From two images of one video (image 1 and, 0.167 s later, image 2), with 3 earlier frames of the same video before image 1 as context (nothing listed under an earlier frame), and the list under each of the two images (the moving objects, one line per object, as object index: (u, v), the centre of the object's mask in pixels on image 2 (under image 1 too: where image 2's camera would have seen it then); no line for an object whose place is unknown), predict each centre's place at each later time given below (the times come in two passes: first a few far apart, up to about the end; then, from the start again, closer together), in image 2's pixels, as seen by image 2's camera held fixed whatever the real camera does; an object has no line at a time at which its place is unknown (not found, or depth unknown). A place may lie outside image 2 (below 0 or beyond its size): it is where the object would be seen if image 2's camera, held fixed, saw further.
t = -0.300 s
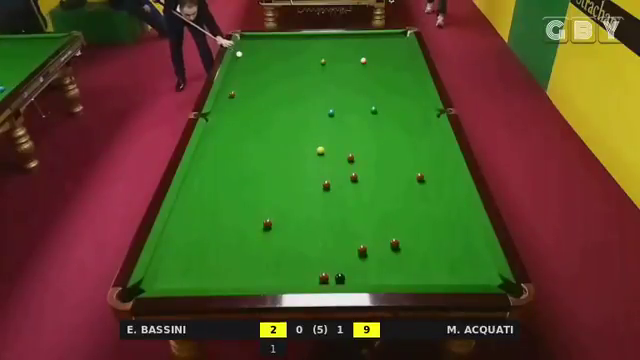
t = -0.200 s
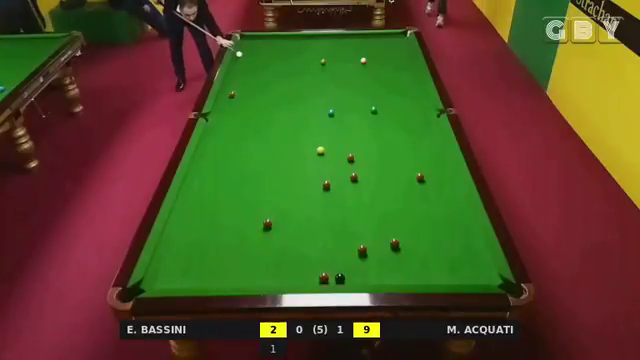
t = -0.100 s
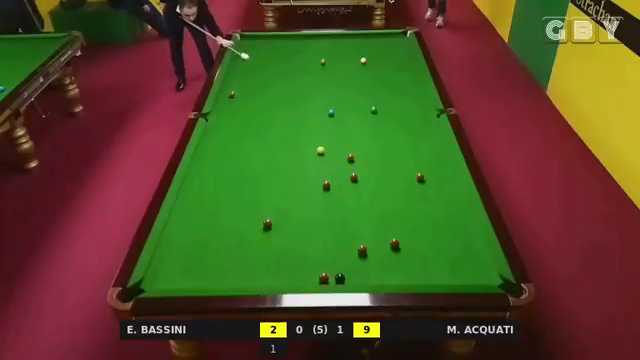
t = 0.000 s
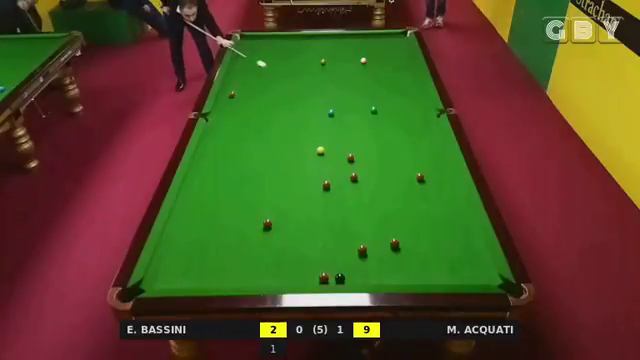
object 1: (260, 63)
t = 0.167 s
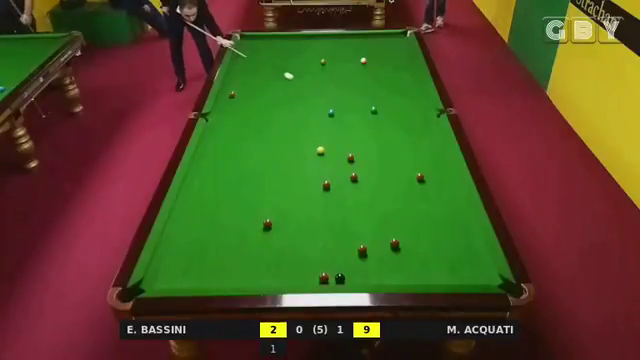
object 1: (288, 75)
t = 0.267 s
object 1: (305, 83)
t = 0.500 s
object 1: (349, 102)
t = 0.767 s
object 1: (380, 129)
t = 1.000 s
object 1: (404, 156)
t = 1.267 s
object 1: (432, 175)
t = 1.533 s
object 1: (457, 184)
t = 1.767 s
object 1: (451, 190)
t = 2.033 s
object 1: (440, 197)
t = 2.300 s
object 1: (429, 203)
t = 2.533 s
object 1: (420, 208)
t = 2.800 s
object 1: (410, 214)
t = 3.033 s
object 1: (402, 219)
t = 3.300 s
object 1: (394, 224)
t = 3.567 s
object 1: (386, 229)
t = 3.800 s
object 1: (381, 232)
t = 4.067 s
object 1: (374, 236)
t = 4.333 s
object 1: (369, 238)
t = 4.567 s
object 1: (366, 240)
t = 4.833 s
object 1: (363, 242)
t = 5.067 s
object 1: (361, 242)
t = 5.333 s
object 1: (360, 242)
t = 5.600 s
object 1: (360, 242)
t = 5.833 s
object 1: (360, 242)
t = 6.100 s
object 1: (360, 242)
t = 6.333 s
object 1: (360, 242)
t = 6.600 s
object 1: (360, 241)
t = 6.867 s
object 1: (360, 241)
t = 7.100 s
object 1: (360, 241)
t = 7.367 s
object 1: (360, 241)
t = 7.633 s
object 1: (360, 242)
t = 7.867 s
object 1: (360, 242)
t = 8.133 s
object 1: (360, 242)
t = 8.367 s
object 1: (360, 242)
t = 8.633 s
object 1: (360, 242)
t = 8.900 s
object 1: (360, 242)
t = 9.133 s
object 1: (360, 242)
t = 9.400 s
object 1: (360, 242)
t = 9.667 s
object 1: (360, 241)
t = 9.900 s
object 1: (360, 241)
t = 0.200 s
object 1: (294, 78)
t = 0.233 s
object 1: (300, 81)
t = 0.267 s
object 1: (305, 83)
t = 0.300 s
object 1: (311, 86)
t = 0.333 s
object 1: (317, 88)
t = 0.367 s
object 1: (324, 91)
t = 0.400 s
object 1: (330, 94)
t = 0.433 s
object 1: (336, 97)
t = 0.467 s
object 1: (343, 99)
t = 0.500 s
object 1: (349, 102)
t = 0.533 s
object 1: (356, 105)
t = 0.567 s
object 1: (363, 108)
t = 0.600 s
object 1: (367, 111)
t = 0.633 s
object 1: (369, 114)
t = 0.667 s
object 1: (371, 118)
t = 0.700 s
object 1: (374, 121)
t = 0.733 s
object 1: (377, 125)
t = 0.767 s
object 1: (380, 129)
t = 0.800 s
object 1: (383, 132)
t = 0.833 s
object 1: (387, 136)
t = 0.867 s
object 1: (390, 140)
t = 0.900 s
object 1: (394, 144)
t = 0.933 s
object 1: (397, 148)
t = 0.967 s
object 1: (401, 152)
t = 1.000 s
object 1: (404, 156)
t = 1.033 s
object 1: (408, 160)
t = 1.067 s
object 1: (412, 165)
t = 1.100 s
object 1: (416, 169)
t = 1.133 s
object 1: (420, 171)
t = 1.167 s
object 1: (423, 172)
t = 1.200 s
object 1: (425, 173)
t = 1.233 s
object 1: (428, 173)
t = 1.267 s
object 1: (432, 175)
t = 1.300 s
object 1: (434, 176)
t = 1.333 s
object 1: (438, 177)
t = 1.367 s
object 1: (441, 178)
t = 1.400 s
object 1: (444, 179)
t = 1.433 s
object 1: (447, 181)
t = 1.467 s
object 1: (450, 182)
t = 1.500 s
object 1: (453, 183)
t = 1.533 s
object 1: (457, 184)
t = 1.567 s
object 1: (459, 185)
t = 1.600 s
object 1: (458, 186)
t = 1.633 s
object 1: (457, 187)
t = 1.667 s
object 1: (455, 188)
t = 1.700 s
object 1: (454, 188)
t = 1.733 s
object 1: (452, 189)
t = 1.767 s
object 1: (451, 190)
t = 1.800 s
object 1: (449, 191)
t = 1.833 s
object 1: (448, 192)
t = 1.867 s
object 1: (446, 192)
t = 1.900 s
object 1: (445, 193)
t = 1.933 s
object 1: (444, 194)
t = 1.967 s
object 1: (442, 195)
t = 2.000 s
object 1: (441, 196)
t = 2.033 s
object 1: (440, 197)
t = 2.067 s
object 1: (438, 197)
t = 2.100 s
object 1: (437, 198)
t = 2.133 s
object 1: (436, 199)
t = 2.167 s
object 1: (434, 200)
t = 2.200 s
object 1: (433, 201)
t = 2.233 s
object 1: (431, 202)
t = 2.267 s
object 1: (430, 202)
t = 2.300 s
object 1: (429, 203)
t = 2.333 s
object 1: (428, 204)
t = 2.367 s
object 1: (426, 204)
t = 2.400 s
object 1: (425, 205)
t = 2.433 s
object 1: (424, 206)
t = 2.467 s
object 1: (423, 207)
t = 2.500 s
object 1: (421, 208)
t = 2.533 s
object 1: (420, 208)
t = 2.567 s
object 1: (419, 209)
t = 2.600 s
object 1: (417, 210)
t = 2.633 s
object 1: (416, 210)
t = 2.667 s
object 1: (415, 211)
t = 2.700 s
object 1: (414, 212)
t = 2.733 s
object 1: (412, 213)
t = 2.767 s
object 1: (411, 213)
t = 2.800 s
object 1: (410, 214)
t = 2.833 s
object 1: (409, 215)
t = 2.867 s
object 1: (408, 215)
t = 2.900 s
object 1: (407, 216)
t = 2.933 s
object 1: (405, 217)
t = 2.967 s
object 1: (404, 217)
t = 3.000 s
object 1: (403, 218)
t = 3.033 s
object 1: (402, 219)
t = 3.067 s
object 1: (401, 219)
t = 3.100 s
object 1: (400, 220)
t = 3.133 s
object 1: (399, 221)
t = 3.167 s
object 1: (398, 221)
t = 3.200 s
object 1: (397, 222)
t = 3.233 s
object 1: (396, 222)
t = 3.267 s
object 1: (395, 223)
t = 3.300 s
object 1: (394, 224)
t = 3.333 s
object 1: (393, 224)
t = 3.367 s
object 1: (392, 225)
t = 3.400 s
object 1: (391, 225)
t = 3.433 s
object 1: (390, 226)
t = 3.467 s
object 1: (389, 226)
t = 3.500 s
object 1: (388, 227)
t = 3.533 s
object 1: (387, 228)
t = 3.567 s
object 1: (386, 229)
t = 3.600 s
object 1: (385, 229)
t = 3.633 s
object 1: (385, 229)
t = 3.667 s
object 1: (384, 230)
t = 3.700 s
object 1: (383, 231)
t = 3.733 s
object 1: (382, 231)
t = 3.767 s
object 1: (381, 232)
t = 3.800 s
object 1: (381, 232)
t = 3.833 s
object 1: (380, 233)
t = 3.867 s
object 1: (379, 233)
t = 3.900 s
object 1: (378, 233)
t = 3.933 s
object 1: (377, 234)
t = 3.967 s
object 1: (377, 234)
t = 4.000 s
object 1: (376, 235)
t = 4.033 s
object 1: (375, 235)
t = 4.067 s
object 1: (374, 236)
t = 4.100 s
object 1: (374, 236)
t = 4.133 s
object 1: (373, 236)
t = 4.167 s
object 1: (373, 237)
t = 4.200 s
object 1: (372, 237)
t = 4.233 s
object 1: (371, 237)
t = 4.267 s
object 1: (371, 238)
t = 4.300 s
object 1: (370, 238)
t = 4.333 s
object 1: (369, 238)
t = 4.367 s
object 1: (369, 239)
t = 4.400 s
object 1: (368, 239)
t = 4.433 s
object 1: (368, 239)
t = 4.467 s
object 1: (367, 239)
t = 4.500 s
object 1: (367, 240)
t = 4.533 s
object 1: (366, 240)
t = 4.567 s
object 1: (366, 240)
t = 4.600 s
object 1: (366, 241)
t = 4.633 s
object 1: (365, 241)
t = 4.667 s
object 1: (364, 241)
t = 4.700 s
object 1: (364, 241)
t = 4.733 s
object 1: (364, 241)
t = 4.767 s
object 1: (363, 241)
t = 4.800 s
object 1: (363, 242)
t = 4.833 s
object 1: (363, 242)
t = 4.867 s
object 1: (362, 242)
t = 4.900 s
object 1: (362, 242)
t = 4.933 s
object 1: (362, 242)
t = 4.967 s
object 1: (361, 242)
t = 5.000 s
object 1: (361, 242)
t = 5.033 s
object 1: (361, 242)
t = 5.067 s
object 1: (361, 242)
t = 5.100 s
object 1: (361, 242)
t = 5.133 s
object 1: (360, 242)
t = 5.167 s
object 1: (360, 242)
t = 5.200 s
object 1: (360, 242)
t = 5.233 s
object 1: (360, 242)
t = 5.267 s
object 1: (360, 242)
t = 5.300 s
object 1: (360, 242)
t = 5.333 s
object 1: (360, 242)
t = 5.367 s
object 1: (360, 242)
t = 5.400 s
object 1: (360, 242)
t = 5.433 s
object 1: (360, 242)
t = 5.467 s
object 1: (360, 242)
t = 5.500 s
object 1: (360, 242)
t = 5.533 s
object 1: (360, 242)
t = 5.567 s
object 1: (360, 242)
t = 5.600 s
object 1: (360, 242)
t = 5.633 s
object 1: (360, 242)
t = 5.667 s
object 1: (360, 242)
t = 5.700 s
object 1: (360, 242)
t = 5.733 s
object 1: (360, 242)
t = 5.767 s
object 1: (360, 242)
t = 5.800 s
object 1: (360, 242)
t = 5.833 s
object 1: (360, 242)
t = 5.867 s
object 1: (360, 242)
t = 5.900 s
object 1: (360, 242)
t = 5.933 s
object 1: (360, 242)
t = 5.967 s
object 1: (360, 242)
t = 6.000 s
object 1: (360, 242)
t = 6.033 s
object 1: (360, 242)
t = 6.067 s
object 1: (360, 242)
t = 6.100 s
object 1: (360, 242)
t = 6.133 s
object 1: (360, 242)
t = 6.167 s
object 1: (360, 242)
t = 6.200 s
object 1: (360, 242)
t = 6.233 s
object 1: (360, 242)
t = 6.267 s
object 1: (360, 242)
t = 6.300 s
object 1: (360, 242)
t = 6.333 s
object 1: (360, 242)
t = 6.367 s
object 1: (360, 241)
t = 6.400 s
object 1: (360, 242)
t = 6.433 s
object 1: (360, 242)
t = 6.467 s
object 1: (360, 242)
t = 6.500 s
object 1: (360, 242)
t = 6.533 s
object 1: (360, 242)
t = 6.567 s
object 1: (360, 242)
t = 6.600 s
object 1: (360, 241)
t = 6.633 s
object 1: (360, 241)
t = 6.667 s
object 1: (360, 241)
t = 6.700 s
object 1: (360, 241)
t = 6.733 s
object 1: (360, 241)
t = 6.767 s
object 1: (360, 241)
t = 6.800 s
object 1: (360, 241)
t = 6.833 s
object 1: (360, 241)
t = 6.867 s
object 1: (360, 241)
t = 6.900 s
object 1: (360, 241)
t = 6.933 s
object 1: (360, 241)
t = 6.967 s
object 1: (360, 241)
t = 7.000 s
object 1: (360, 241)
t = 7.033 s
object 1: (360, 241)
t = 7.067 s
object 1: (360, 241)
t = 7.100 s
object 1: (360, 241)
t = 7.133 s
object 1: (360, 241)
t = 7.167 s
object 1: (360, 241)
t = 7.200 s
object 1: (360, 241)
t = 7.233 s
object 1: (360, 241)
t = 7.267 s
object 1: (360, 241)
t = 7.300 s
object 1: (360, 241)
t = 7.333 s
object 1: (360, 241)
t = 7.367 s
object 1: (360, 241)
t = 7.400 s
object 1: (360, 241)
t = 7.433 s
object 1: (360, 241)
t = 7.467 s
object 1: (360, 241)
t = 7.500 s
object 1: (360, 241)
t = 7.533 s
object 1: (360, 242)
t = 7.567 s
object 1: (360, 242)
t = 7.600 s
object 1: (360, 242)
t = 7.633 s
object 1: (360, 242)
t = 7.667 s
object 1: (360, 242)
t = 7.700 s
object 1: (360, 242)
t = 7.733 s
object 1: (360, 242)
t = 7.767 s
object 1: (360, 242)
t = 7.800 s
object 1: (360, 242)
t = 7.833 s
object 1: (360, 242)
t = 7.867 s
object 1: (360, 242)
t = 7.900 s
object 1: (360, 242)
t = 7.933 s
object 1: (360, 242)
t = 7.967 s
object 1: (360, 242)
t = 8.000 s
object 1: (360, 242)
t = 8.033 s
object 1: (360, 242)
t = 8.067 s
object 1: (360, 242)
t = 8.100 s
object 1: (360, 242)
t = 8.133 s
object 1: (360, 242)
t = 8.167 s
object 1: (360, 242)
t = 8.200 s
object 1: (360, 242)
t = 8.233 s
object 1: (360, 242)
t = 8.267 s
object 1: (360, 242)
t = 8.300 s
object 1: (360, 242)
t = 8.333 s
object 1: (360, 242)
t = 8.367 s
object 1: (360, 242)
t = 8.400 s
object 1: (360, 242)
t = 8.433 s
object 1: (360, 242)
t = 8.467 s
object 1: (360, 242)
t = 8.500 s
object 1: (360, 242)
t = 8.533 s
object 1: (360, 242)
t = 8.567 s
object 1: (360, 242)
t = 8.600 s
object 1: (360, 242)
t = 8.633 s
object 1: (360, 242)
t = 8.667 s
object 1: (360, 242)
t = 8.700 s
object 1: (360, 242)
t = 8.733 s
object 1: (360, 242)
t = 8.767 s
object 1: (360, 242)
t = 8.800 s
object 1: (360, 242)
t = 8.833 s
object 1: (360, 242)
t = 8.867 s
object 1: (360, 242)
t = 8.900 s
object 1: (360, 242)
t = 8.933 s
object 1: (360, 242)
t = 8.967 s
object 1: (360, 242)
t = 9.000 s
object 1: (360, 242)
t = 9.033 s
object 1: (360, 242)
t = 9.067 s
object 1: (360, 242)
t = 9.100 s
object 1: (360, 242)
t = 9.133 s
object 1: (360, 242)
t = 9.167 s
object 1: (360, 242)
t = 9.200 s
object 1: (360, 242)
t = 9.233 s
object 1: (360, 242)
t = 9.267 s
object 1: (360, 242)
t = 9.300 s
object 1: (360, 242)
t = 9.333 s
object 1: (360, 242)
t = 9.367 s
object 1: (360, 242)
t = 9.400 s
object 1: (360, 242)
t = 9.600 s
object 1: (362, 242)
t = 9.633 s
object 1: (360, 241)
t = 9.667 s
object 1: (360, 241)
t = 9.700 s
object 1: (360, 242)
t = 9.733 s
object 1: (360, 242)
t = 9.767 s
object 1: (360, 242)
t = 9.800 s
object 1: (360, 242)
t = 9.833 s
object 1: (360, 242)
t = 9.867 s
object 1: (360, 242)
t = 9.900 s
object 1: (360, 241)
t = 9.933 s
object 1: (360, 242)
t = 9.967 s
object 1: (360, 242)
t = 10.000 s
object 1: (360, 242)
